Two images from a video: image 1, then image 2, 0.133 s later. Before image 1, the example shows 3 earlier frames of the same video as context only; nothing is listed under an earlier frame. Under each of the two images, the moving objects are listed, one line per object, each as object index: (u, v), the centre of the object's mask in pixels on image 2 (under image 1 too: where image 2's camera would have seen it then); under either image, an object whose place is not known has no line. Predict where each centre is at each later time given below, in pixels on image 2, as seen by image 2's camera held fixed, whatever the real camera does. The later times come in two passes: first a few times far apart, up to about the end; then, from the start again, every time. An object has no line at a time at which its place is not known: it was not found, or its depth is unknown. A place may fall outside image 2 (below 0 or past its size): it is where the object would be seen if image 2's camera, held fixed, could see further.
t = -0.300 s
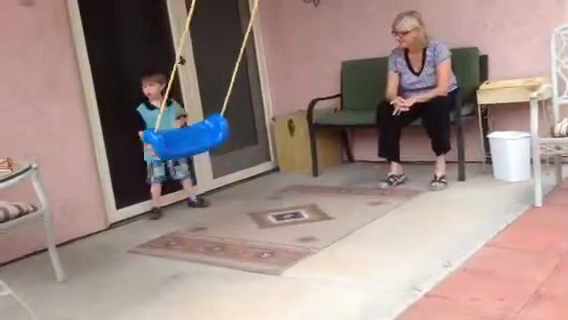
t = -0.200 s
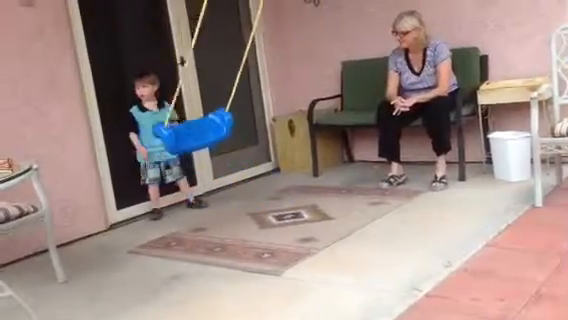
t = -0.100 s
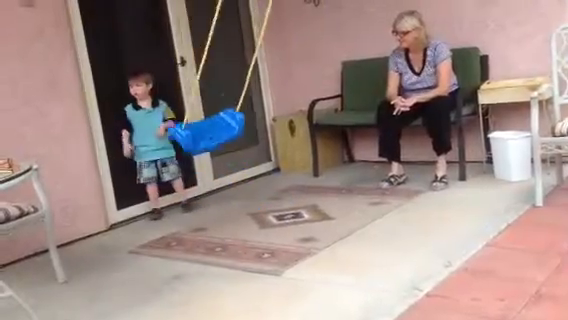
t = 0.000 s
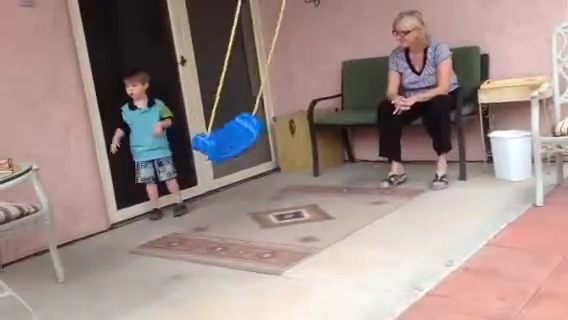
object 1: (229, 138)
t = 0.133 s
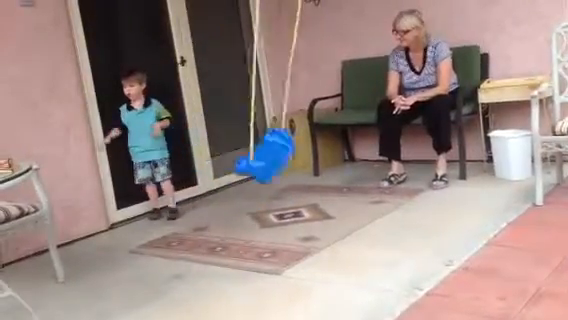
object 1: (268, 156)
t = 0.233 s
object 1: (304, 169)
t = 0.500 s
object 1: (427, 188)
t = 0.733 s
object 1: (537, 176)
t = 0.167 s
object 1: (279, 161)
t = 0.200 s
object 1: (292, 165)
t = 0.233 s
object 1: (304, 169)
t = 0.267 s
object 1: (318, 174)
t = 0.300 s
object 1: (333, 176)
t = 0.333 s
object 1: (347, 179)
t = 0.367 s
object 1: (362, 182)
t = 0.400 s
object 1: (378, 184)
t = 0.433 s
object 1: (393, 185)
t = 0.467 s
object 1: (410, 188)
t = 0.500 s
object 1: (427, 188)
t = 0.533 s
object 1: (444, 188)
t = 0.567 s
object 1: (461, 188)
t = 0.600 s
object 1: (477, 187)
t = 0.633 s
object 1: (494, 185)
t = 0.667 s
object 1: (510, 182)
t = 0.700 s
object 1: (526, 179)
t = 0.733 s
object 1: (537, 176)
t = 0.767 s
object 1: (545, 174)
